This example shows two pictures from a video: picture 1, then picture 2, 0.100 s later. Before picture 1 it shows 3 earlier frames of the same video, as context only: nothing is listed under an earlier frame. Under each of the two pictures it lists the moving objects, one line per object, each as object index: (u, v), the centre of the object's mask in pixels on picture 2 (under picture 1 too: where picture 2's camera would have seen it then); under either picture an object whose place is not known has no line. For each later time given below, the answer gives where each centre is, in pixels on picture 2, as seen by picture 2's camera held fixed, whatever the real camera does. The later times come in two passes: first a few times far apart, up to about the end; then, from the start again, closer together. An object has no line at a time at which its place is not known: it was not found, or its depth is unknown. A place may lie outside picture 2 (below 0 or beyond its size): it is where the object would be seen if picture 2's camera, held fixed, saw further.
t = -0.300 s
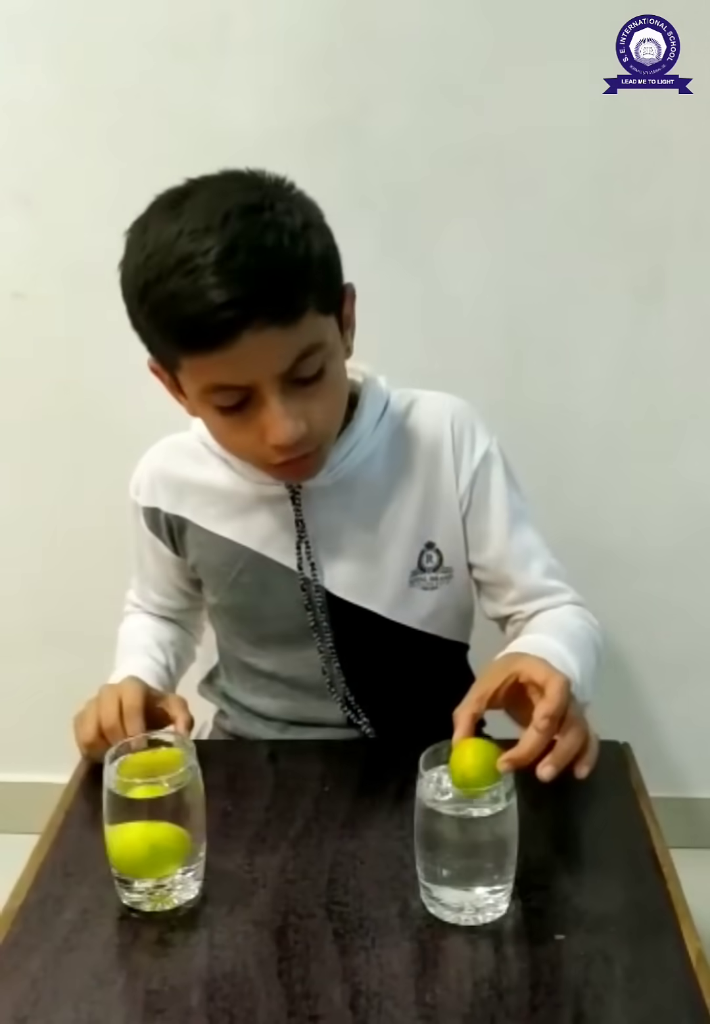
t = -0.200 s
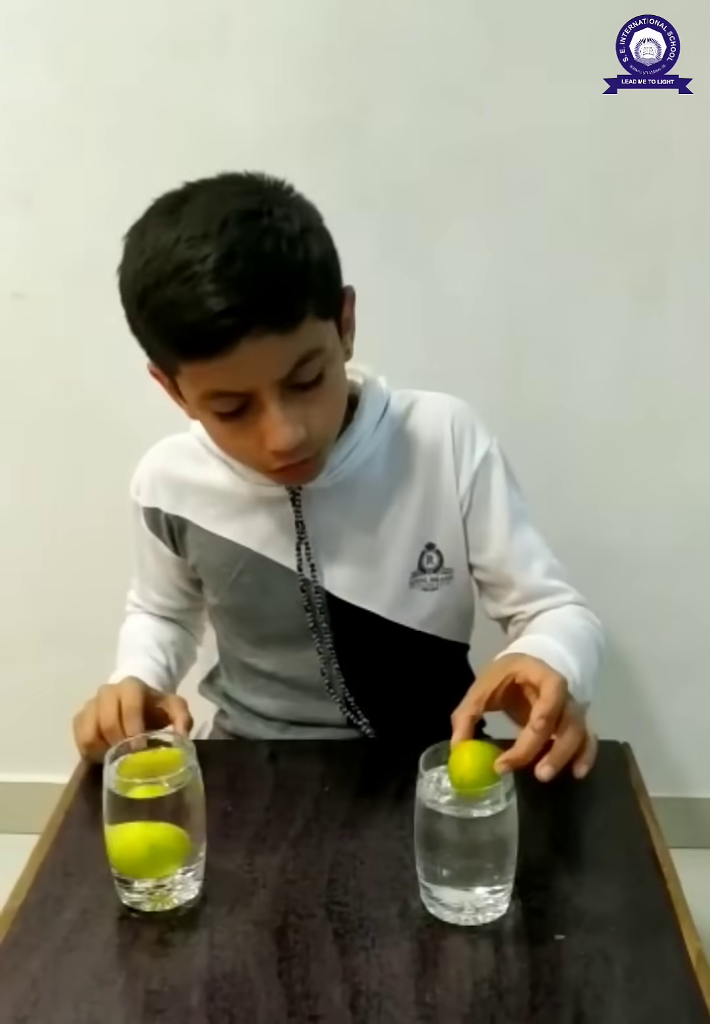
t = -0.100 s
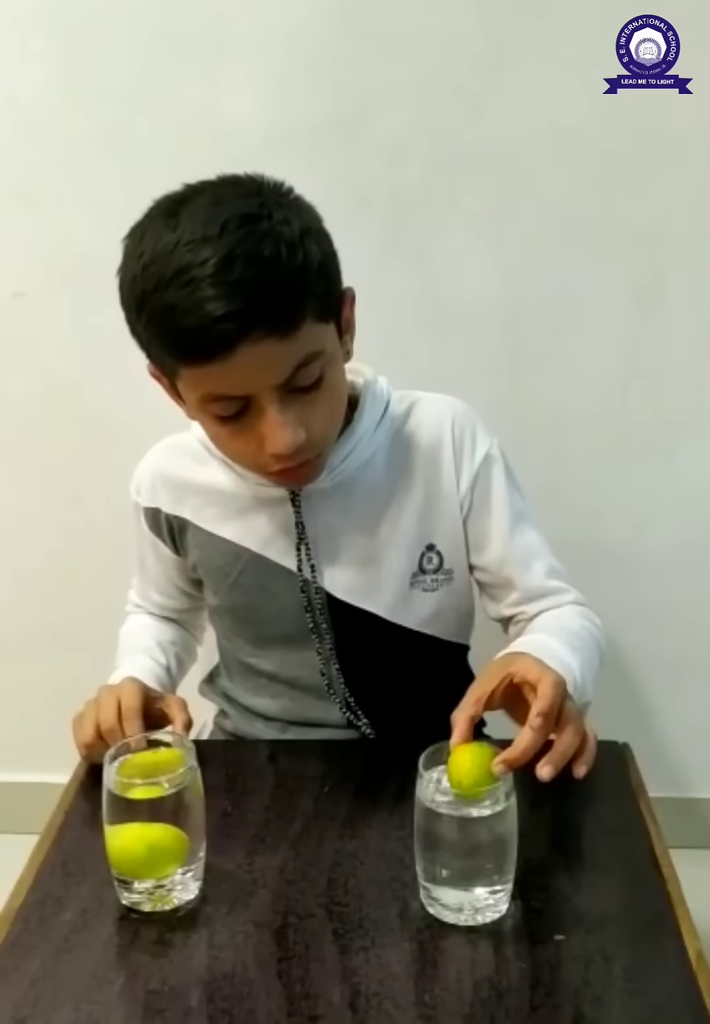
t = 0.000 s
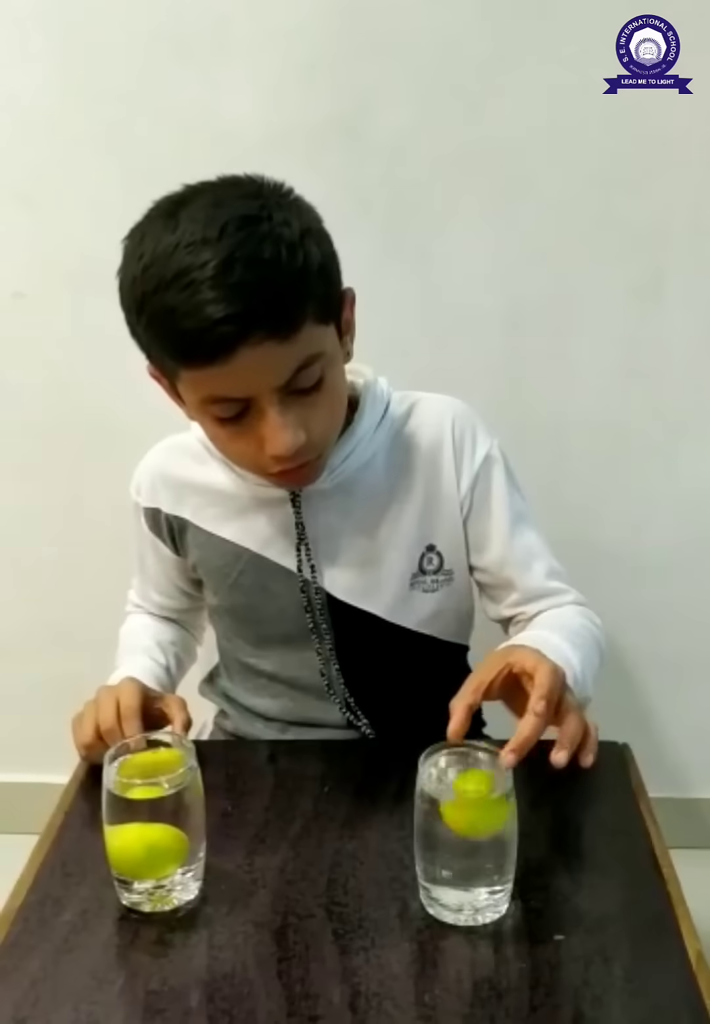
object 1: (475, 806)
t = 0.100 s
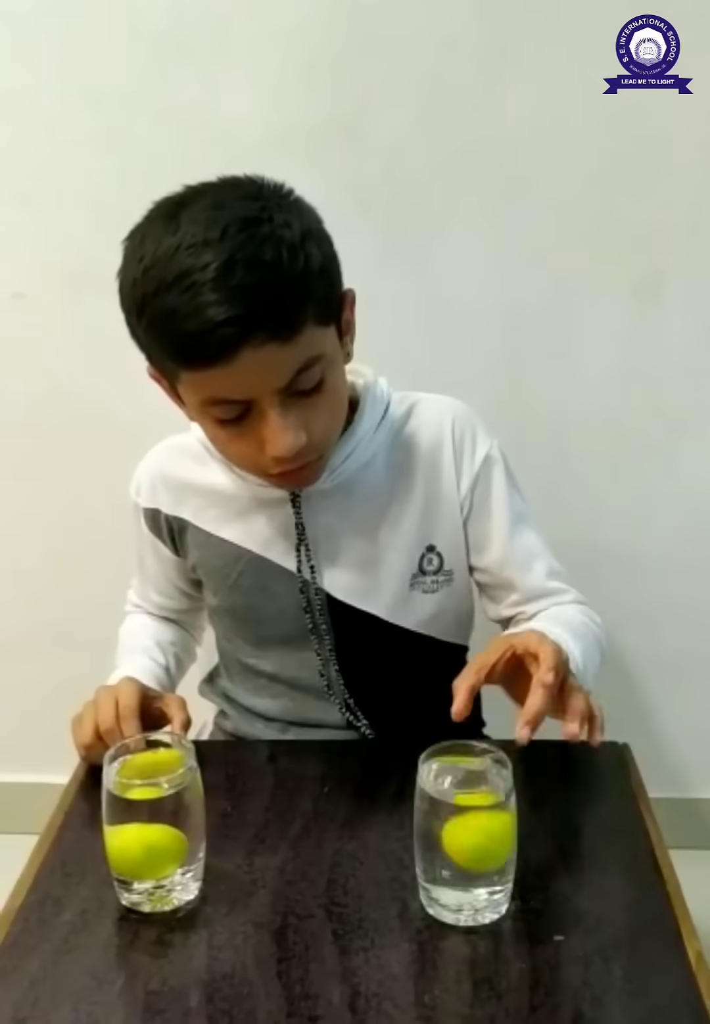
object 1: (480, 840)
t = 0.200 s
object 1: (484, 860)
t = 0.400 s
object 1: (472, 862)
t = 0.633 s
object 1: (462, 830)
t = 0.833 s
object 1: (454, 792)
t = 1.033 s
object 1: (450, 814)
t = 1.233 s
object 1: (444, 831)
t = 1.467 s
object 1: (446, 817)
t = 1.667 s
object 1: (445, 800)
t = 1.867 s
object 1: (446, 805)
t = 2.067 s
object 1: (445, 810)
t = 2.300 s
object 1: (445, 802)
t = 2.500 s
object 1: (446, 803)
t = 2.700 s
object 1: (446, 806)
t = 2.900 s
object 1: (445, 802)
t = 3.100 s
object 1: (445, 804)
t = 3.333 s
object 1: (444, 804)
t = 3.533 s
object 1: (444, 802)
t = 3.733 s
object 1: (444, 804)
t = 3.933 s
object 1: (444, 803)
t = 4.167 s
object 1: (444, 803)
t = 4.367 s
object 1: (444, 803)
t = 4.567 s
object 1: (444, 803)
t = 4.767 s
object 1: (444, 804)
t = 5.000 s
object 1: (444, 804)
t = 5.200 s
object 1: (444, 804)
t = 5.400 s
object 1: (444, 804)
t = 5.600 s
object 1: (445, 804)
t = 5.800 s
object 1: (444, 804)
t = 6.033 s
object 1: (444, 805)
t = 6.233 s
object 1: (444, 805)
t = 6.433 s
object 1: (444, 805)
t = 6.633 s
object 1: (445, 805)
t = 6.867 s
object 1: (444, 805)
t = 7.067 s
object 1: (445, 805)
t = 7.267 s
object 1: (445, 805)
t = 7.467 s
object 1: (445, 805)
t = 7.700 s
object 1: (445, 806)
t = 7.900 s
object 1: (445, 806)
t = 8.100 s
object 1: (445, 806)
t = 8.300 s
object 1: (446, 806)
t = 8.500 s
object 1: (446, 806)
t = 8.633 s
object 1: (446, 806)
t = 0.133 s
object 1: (482, 848)
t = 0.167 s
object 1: (483, 855)
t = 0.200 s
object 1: (484, 860)
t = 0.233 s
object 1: (482, 865)
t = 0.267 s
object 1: (479, 869)
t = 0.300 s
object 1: (477, 869)
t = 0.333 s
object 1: (476, 867)
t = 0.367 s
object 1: (474, 865)
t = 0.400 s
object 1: (472, 862)
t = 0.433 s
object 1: (470, 859)
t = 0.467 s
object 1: (467, 856)
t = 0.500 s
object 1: (466, 852)
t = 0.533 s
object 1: (464, 847)
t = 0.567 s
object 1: (463, 841)
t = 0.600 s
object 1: (462, 835)
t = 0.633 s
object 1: (462, 830)
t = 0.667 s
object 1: (460, 818)
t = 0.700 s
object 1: (459, 813)
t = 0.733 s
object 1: (457, 807)
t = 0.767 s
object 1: (455, 800)
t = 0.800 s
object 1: (454, 795)
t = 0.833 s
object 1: (454, 792)
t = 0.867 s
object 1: (454, 794)
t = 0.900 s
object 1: (455, 800)
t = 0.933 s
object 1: (453, 806)
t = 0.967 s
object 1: (452, 810)
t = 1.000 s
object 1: (452, 812)
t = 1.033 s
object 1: (450, 814)
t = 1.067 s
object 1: (449, 817)
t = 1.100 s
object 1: (448, 821)
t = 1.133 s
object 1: (446, 828)
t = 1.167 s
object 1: (445, 829)
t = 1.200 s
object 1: (445, 831)
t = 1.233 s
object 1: (444, 831)
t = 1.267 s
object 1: (443, 831)
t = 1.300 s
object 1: (443, 831)
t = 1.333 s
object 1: (443, 830)
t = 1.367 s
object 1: (444, 829)
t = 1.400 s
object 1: (444, 828)
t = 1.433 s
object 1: (444, 826)
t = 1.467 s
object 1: (446, 817)
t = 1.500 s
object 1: (446, 815)
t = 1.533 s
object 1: (446, 812)
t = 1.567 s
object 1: (446, 809)
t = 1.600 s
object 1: (447, 806)
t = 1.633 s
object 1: (446, 803)
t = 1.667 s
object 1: (445, 800)
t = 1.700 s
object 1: (446, 797)
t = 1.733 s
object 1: (445, 795)
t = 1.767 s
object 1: (445, 796)
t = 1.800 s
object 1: (445, 799)
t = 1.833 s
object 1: (445, 802)
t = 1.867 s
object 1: (446, 805)
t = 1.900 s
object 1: (446, 807)
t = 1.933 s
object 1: (445, 808)
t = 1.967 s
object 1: (445, 809)
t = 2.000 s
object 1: (444, 809)
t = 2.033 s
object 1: (444, 809)
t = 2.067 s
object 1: (445, 810)
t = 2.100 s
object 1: (445, 810)
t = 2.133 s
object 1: (445, 809)
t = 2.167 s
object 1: (445, 808)
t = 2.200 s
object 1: (445, 808)
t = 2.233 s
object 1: (446, 806)
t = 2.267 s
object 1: (445, 804)
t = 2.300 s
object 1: (445, 802)
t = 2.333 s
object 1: (445, 800)
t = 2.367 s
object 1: (445, 799)
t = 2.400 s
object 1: (445, 798)
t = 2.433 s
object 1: (445, 799)
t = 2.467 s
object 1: (446, 801)
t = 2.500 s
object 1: (446, 803)
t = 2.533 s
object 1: (446, 804)
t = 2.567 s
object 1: (447, 806)
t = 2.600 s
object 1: (446, 806)
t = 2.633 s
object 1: (446, 807)
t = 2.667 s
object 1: (446, 807)
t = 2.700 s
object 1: (446, 806)
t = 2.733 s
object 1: (446, 806)
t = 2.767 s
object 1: (446, 806)
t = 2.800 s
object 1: (446, 805)
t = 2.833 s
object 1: (446, 804)
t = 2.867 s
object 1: (446, 803)
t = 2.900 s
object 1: (445, 802)
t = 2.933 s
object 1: (445, 801)
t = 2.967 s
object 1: (445, 801)
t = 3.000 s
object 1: (445, 801)
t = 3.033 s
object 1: (445, 802)
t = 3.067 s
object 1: (445, 803)
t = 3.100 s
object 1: (445, 804)
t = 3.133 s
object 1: (445, 805)
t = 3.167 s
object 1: (445, 805)
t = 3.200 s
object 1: (445, 805)
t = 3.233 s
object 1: (445, 805)
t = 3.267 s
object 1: (444, 805)
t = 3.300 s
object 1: (444, 805)
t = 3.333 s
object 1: (444, 804)
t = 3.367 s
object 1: (444, 803)
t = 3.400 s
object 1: (444, 803)
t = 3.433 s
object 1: (444, 802)
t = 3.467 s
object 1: (444, 802)
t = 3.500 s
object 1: (444, 802)
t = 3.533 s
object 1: (444, 802)
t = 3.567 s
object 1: (444, 802)
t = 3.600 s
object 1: (444, 802)
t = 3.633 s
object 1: (444, 803)
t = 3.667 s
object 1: (444, 803)
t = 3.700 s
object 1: (444, 804)
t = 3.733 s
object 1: (444, 804)
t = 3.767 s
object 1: (444, 804)
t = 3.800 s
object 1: (444, 804)
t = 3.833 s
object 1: (444, 804)
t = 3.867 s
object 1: (444, 804)
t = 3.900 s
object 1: (444, 804)
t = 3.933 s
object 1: (444, 803)
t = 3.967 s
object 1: (444, 803)
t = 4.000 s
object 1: (444, 803)
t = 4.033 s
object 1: (444, 802)
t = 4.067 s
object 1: (444, 802)
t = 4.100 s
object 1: (444, 802)
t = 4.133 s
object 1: (444, 802)
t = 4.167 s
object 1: (444, 803)
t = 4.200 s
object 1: (444, 803)
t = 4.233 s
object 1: (444, 803)
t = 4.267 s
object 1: (444, 803)
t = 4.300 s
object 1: (444, 803)
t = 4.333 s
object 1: (444, 803)
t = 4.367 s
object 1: (444, 803)
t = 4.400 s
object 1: (444, 804)
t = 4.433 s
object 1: (444, 803)
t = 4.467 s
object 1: (444, 803)
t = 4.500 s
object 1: (444, 803)
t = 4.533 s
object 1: (444, 803)
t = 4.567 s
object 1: (444, 803)
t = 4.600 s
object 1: (444, 803)
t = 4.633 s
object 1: (444, 803)
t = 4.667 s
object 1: (444, 803)
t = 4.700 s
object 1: (444, 803)
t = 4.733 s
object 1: (444, 804)
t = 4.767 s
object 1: (444, 804)
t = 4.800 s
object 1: (444, 804)
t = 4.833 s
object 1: (444, 804)
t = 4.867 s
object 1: (444, 804)
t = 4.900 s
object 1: (444, 804)
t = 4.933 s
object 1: (444, 804)
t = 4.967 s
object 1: (444, 804)
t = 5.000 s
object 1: (444, 804)
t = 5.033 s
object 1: (444, 804)
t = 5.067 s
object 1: (444, 804)
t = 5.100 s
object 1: (444, 804)
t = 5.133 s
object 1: (444, 804)
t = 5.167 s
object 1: (444, 804)
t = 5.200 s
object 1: (444, 804)
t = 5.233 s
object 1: (444, 804)
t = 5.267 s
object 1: (444, 804)
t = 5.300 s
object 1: (444, 804)
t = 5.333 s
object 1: (444, 804)
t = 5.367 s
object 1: (444, 804)
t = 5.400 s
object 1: (444, 804)
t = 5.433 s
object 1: (444, 804)
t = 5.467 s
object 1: (444, 804)
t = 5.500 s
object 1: (444, 804)
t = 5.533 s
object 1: (444, 804)
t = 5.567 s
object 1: (444, 804)
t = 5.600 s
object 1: (445, 804)
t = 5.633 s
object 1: (444, 804)
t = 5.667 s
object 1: (444, 804)
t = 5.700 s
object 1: (444, 804)
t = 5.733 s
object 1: (444, 804)
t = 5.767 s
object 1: (444, 804)
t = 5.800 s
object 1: (444, 804)
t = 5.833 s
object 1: (444, 804)
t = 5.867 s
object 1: (445, 805)
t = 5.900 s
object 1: (444, 805)
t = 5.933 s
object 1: (444, 805)
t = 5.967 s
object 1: (444, 805)
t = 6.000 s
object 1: (444, 805)
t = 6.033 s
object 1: (444, 805)
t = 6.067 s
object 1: (445, 805)
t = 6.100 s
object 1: (445, 805)
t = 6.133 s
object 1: (445, 805)
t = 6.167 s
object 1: (444, 805)
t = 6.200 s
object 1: (444, 805)
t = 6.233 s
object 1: (444, 805)
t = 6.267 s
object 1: (444, 805)
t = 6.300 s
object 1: (444, 805)
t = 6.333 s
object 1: (444, 805)
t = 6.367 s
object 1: (444, 805)
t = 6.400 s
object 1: (444, 805)
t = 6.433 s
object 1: (444, 805)
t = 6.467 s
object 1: (444, 805)
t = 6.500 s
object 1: (444, 805)
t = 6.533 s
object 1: (444, 805)
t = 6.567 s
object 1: (445, 805)
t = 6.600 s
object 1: (445, 805)
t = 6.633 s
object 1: (445, 805)
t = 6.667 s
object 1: (445, 805)
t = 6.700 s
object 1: (445, 805)
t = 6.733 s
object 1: (445, 805)
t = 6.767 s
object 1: (444, 805)
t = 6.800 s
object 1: (444, 805)
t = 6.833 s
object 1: (444, 805)
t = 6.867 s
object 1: (444, 805)
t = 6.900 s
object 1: (445, 805)
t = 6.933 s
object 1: (445, 805)
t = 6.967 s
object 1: (445, 805)
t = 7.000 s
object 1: (445, 805)
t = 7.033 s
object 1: (445, 805)
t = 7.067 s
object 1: (445, 805)
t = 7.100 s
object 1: (445, 805)
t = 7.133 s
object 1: (445, 805)
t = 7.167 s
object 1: (445, 805)
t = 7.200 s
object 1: (445, 805)
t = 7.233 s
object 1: (445, 805)
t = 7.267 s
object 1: (445, 805)
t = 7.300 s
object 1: (445, 805)
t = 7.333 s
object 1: (445, 805)
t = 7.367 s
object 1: (445, 805)
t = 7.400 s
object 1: (445, 805)
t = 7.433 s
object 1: (445, 805)
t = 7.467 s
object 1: (445, 805)
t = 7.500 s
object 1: (445, 805)
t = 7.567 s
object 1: (445, 805)
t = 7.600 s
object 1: (445, 805)
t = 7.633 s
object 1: (445, 806)
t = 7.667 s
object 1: (445, 806)
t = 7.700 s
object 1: (445, 806)
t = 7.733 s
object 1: (445, 806)
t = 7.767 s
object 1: (445, 806)
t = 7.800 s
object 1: (445, 806)
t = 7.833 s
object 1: (445, 806)
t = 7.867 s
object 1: (445, 806)
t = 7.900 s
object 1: (445, 806)
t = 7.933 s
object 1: (445, 806)
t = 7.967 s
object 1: (445, 806)
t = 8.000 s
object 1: (445, 806)
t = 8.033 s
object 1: (445, 806)
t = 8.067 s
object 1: (445, 806)
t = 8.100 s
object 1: (445, 806)
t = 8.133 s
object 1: (445, 806)
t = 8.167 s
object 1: (445, 806)
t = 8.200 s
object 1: (445, 806)
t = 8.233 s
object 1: (446, 806)
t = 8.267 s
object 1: (446, 806)
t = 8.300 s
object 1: (446, 806)
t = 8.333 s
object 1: (446, 806)
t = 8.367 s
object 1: (446, 806)
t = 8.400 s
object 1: (446, 806)
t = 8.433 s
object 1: (446, 806)
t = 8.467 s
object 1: (446, 806)
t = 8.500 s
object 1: (446, 806)
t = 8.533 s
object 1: (446, 806)
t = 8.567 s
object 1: (446, 806)
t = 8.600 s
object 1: (446, 806)
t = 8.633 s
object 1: (446, 806)
